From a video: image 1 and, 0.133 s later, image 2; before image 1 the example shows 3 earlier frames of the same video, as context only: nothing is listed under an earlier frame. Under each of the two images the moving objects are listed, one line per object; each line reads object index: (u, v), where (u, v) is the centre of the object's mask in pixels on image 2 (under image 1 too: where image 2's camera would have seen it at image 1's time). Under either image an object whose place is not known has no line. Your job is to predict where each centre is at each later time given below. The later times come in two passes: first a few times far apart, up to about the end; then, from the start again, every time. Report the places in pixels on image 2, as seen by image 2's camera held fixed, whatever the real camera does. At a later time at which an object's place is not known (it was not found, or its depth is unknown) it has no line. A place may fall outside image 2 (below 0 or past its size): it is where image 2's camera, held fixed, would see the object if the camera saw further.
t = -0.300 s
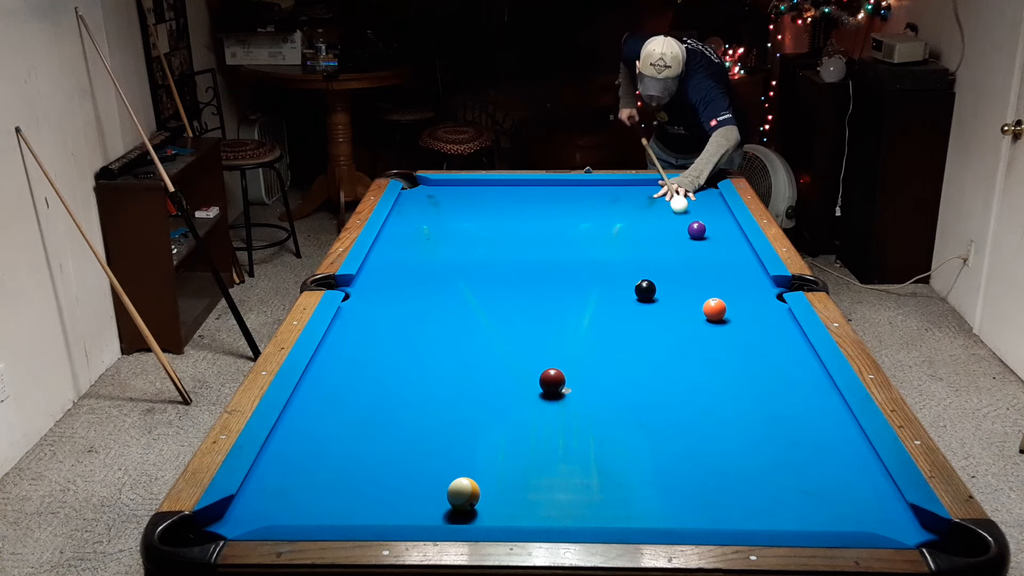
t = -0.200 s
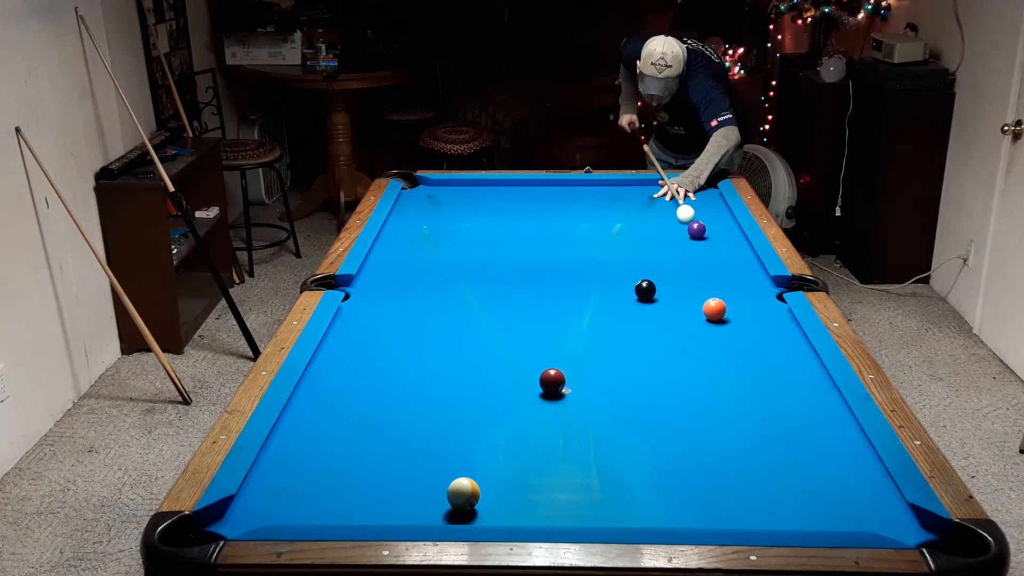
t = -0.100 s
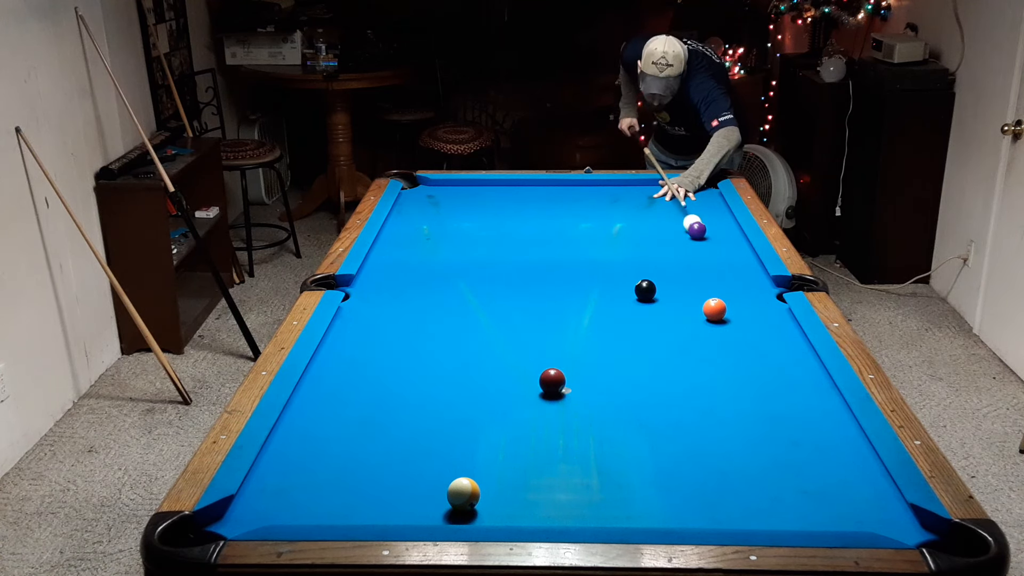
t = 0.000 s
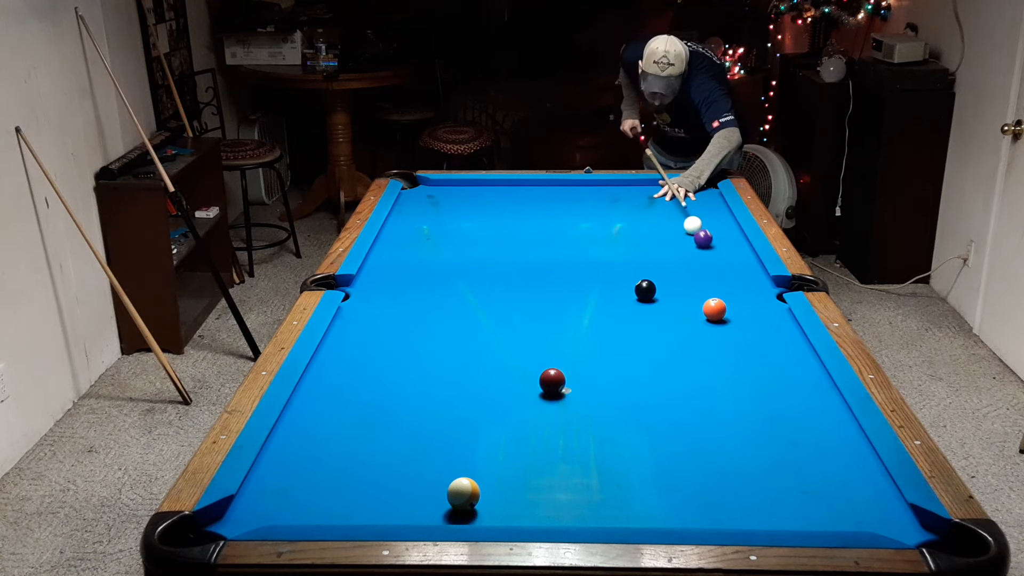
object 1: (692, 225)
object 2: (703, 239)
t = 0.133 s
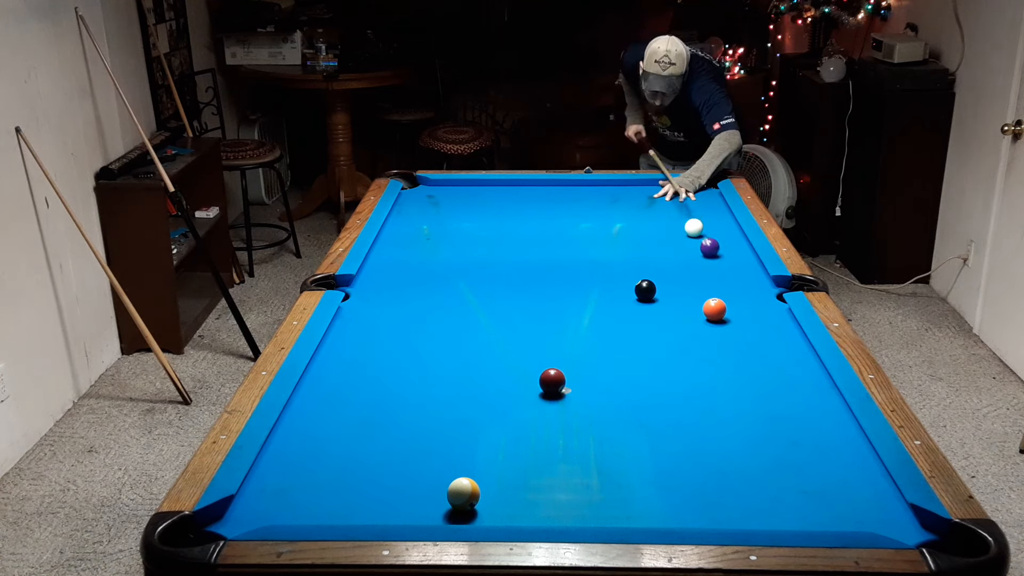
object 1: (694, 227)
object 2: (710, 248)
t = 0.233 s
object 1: (695, 229)
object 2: (715, 255)
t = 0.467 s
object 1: (696, 233)
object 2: (727, 271)
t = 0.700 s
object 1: (697, 237)
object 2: (740, 289)
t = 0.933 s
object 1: (699, 240)
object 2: (754, 308)
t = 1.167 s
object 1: (699, 243)
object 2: (768, 328)
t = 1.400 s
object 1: (701, 245)
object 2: (784, 350)
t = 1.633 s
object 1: (701, 247)
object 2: (800, 373)
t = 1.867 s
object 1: (702, 249)
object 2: (818, 397)
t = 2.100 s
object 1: (702, 250)
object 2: (837, 423)
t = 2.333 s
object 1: (703, 250)
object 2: (857, 450)
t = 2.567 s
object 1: (703, 251)
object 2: (872, 477)
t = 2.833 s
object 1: (703, 251)
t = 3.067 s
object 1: (703, 251)
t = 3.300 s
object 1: (703, 250)
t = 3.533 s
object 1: (703, 251)
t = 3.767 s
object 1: (703, 251)
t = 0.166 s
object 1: (694, 228)
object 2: (711, 250)
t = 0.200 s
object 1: (694, 229)
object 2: (713, 253)
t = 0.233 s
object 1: (695, 229)
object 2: (715, 255)
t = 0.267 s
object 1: (695, 230)
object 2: (716, 257)
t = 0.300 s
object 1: (695, 230)
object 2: (718, 259)
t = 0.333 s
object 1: (695, 231)
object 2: (720, 262)
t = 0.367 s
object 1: (695, 231)
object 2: (722, 264)
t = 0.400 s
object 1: (696, 232)
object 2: (723, 267)
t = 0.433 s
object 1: (696, 232)
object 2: (725, 269)
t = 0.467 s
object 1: (696, 233)
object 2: (727, 271)
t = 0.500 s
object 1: (696, 234)
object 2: (729, 274)
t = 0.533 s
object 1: (696, 234)
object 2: (731, 277)
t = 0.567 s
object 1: (697, 235)
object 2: (732, 279)
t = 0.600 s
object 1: (697, 235)
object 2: (734, 282)
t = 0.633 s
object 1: (697, 236)
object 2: (736, 284)
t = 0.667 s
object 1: (697, 236)
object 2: (738, 287)
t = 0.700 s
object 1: (697, 237)
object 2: (740, 289)
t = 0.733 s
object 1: (698, 237)
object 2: (742, 292)
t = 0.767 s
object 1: (698, 238)
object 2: (744, 295)
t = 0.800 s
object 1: (698, 238)
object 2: (746, 298)
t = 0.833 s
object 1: (698, 239)
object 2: (748, 300)
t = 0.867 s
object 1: (698, 239)
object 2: (750, 303)
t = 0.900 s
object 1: (698, 239)
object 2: (752, 306)
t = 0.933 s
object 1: (699, 240)
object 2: (754, 308)
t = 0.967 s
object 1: (699, 240)
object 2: (755, 311)
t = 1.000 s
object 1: (699, 241)
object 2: (758, 314)
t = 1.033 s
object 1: (699, 241)
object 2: (760, 317)
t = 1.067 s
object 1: (699, 242)
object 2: (761, 320)
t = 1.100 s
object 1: (699, 242)
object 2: (764, 323)
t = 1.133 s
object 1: (699, 242)
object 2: (766, 325)
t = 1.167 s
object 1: (699, 243)
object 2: (768, 328)
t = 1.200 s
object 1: (699, 243)
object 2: (770, 332)
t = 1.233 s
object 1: (700, 243)
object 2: (773, 335)
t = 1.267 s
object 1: (700, 244)
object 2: (775, 338)
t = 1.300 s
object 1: (700, 244)
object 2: (777, 341)
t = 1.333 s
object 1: (700, 244)
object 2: (779, 344)
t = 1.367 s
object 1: (701, 245)
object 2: (782, 347)
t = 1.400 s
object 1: (701, 245)
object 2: (784, 350)
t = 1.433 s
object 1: (701, 245)
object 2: (786, 354)
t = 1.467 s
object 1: (701, 246)
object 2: (789, 357)
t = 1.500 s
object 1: (701, 246)
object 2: (791, 360)
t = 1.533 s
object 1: (701, 246)
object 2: (793, 363)
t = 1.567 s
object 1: (701, 247)
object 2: (795, 366)
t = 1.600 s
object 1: (701, 247)
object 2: (798, 369)
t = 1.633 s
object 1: (701, 247)
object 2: (800, 373)
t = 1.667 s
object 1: (701, 247)
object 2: (803, 376)
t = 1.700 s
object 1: (701, 248)
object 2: (805, 379)
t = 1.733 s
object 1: (701, 248)
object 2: (808, 383)
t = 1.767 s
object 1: (701, 248)
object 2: (811, 386)
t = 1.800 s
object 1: (702, 248)
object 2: (813, 390)
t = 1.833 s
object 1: (702, 249)
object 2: (816, 393)
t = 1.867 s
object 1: (702, 249)
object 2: (818, 397)
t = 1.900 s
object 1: (702, 249)
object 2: (821, 400)
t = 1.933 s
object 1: (702, 249)
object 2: (824, 404)
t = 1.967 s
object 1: (702, 249)
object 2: (826, 408)
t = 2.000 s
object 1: (702, 249)
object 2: (829, 411)
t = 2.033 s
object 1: (702, 250)
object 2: (832, 415)
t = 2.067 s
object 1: (702, 250)
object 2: (835, 419)
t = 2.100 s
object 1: (702, 250)
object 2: (837, 423)
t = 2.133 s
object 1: (702, 250)
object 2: (840, 427)
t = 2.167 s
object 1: (703, 250)
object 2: (843, 430)
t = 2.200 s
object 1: (703, 250)
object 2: (846, 434)
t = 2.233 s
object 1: (703, 250)
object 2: (849, 438)
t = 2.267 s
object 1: (703, 250)
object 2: (851, 442)
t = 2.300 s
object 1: (703, 250)
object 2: (854, 446)
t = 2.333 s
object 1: (703, 250)
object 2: (857, 450)
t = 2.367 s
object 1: (703, 251)
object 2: (860, 454)
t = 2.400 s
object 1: (703, 251)
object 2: (864, 458)
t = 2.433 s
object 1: (702, 250)
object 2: (866, 462)
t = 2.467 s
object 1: (702, 250)
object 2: (868, 466)
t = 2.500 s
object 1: (702, 250)
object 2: (870, 470)
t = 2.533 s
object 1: (702, 251)
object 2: (871, 474)
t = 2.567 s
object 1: (703, 251)
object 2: (872, 477)
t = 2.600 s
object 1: (703, 251)
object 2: (874, 482)
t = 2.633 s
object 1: (703, 250)
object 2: (877, 486)
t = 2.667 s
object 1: (703, 251)
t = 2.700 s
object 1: (703, 251)
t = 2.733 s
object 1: (703, 251)
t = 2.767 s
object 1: (703, 251)
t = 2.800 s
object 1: (703, 251)
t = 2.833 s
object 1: (703, 251)
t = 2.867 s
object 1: (703, 251)
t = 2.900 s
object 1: (703, 251)
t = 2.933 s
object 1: (703, 250)
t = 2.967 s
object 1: (703, 250)
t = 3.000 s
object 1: (703, 250)
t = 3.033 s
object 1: (703, 251)
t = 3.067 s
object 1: (703, 251)
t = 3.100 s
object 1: (703, 251)
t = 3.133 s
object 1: (703, 250)
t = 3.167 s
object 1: (703, 251)
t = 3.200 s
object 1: (703, 251)
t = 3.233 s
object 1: (703, 251)
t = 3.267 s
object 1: (703, 251)
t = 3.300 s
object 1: (703, 250)
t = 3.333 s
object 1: (703, 251)
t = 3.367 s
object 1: (703, 250)
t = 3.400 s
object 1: (703, 250)
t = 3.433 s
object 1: (703, 251)
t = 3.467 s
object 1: (703, 251)
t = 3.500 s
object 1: (703, 251)
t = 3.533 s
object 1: (703, 251)
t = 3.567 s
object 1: (703, 251)
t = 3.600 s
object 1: (703, 251)
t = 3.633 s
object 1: (703, 251)
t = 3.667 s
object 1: (703, 251)
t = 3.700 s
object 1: (703, 251)
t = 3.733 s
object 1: (703, 251)
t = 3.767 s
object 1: (703, 251)
